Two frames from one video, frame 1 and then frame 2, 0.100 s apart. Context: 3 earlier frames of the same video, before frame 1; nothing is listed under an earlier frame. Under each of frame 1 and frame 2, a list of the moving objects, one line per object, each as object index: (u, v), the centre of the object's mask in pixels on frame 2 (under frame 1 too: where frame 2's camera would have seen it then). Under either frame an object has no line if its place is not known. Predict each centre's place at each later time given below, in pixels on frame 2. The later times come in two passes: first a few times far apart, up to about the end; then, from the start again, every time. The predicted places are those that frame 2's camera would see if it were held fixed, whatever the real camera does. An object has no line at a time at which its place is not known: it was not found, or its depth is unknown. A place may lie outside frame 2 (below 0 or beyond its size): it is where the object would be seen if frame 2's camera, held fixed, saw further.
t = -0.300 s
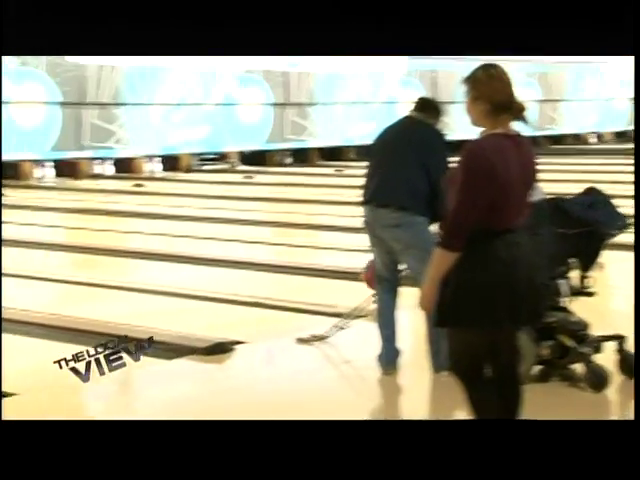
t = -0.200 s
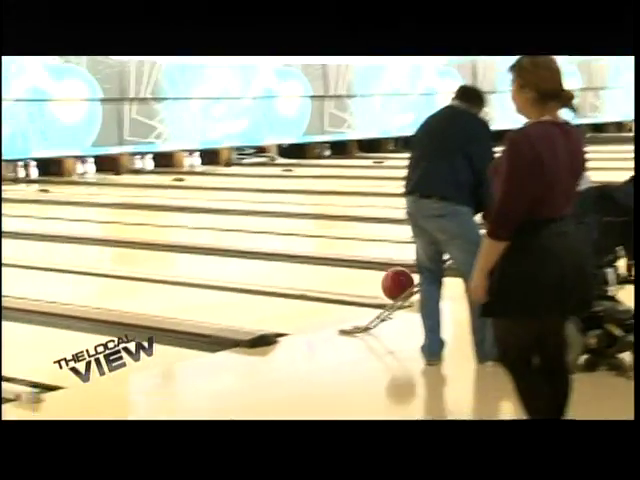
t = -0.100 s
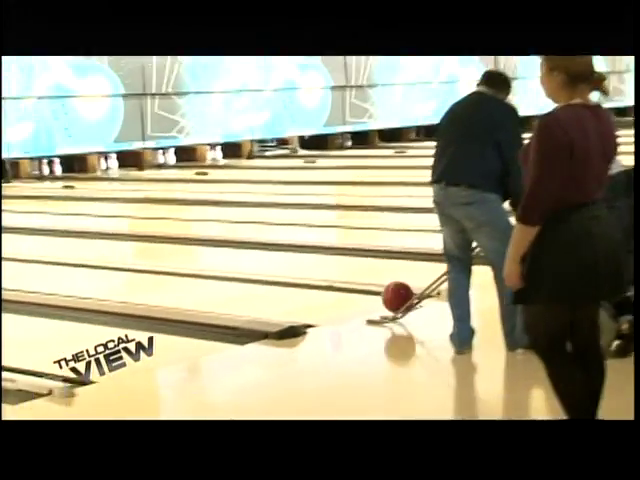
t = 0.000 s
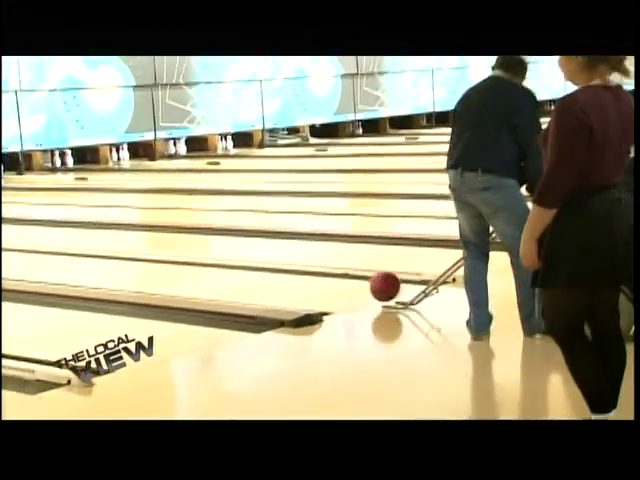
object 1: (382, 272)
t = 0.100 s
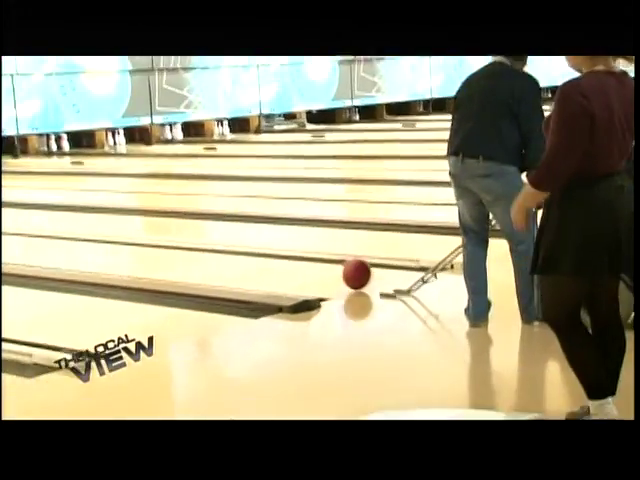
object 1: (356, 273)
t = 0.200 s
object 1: (333, 273)
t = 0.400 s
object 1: (289, 269)
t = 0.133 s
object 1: (348, 273)
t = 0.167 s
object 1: (340, 273)
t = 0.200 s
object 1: (333, 273)
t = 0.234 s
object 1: (325, 272)
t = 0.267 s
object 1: (318, 271)
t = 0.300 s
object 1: (311, 270)
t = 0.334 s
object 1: (303, 270)
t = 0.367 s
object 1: (296, 269)
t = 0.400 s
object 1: (289, 269)
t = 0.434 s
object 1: (283, 268)
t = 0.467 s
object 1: (276, 267)
